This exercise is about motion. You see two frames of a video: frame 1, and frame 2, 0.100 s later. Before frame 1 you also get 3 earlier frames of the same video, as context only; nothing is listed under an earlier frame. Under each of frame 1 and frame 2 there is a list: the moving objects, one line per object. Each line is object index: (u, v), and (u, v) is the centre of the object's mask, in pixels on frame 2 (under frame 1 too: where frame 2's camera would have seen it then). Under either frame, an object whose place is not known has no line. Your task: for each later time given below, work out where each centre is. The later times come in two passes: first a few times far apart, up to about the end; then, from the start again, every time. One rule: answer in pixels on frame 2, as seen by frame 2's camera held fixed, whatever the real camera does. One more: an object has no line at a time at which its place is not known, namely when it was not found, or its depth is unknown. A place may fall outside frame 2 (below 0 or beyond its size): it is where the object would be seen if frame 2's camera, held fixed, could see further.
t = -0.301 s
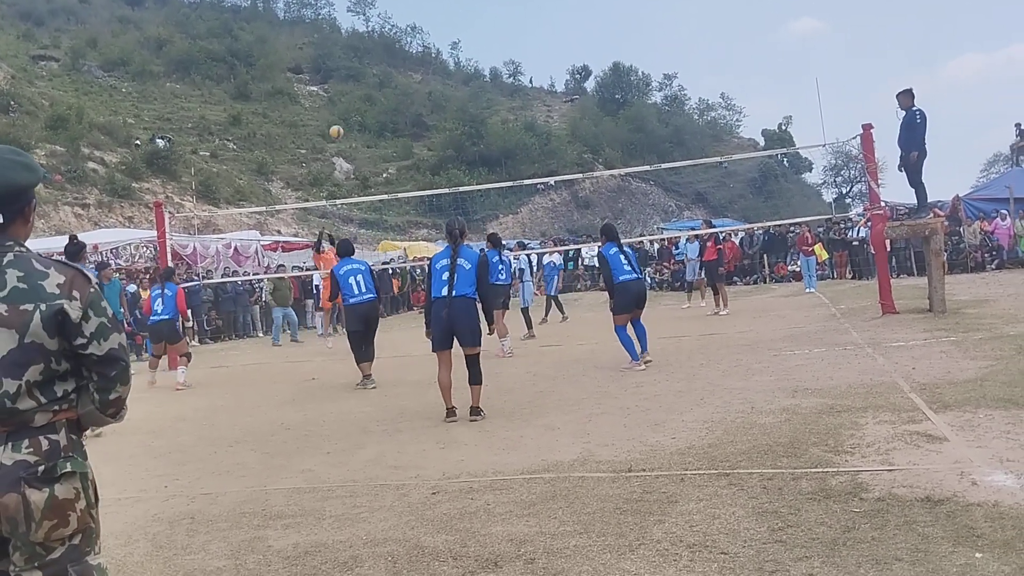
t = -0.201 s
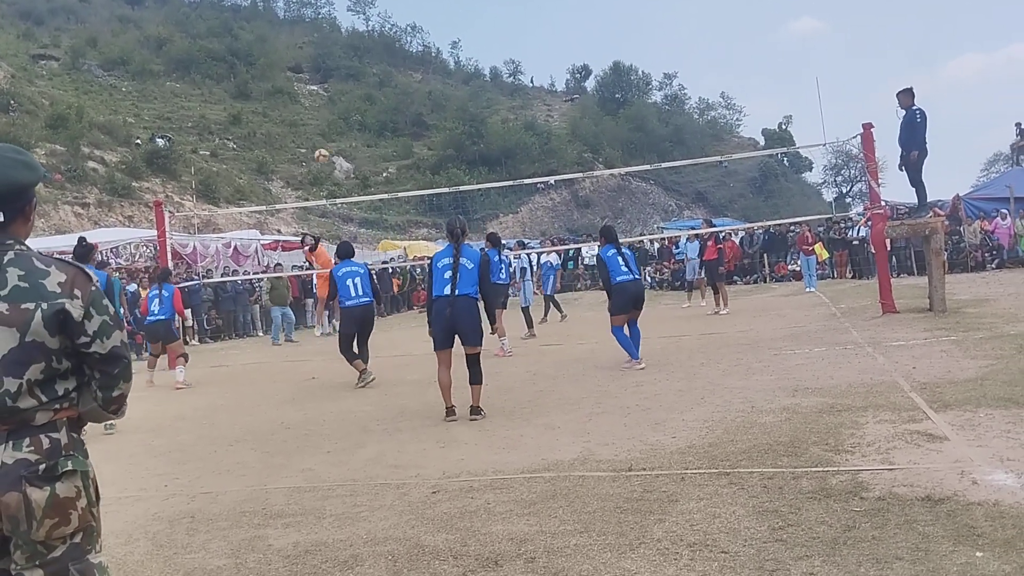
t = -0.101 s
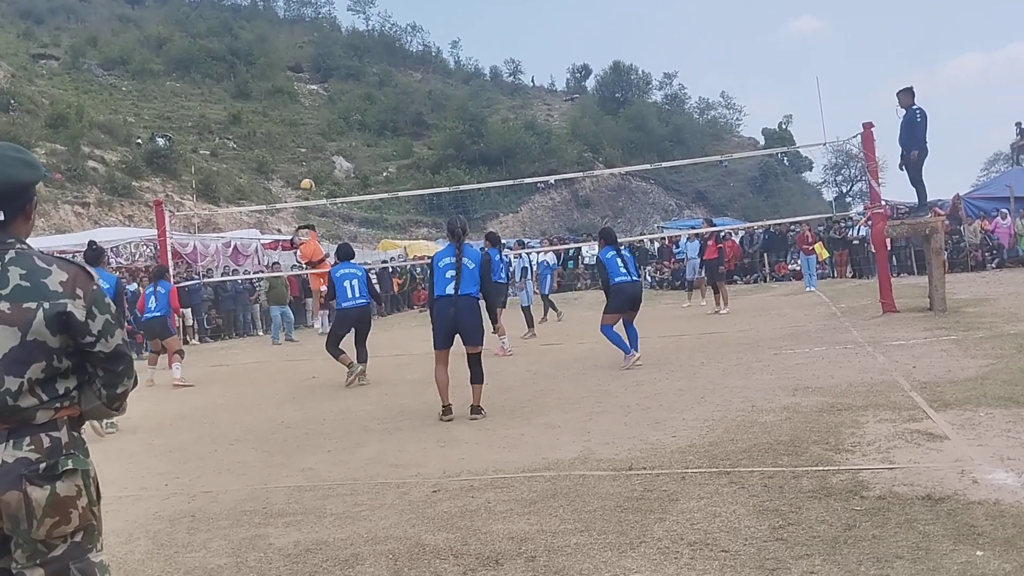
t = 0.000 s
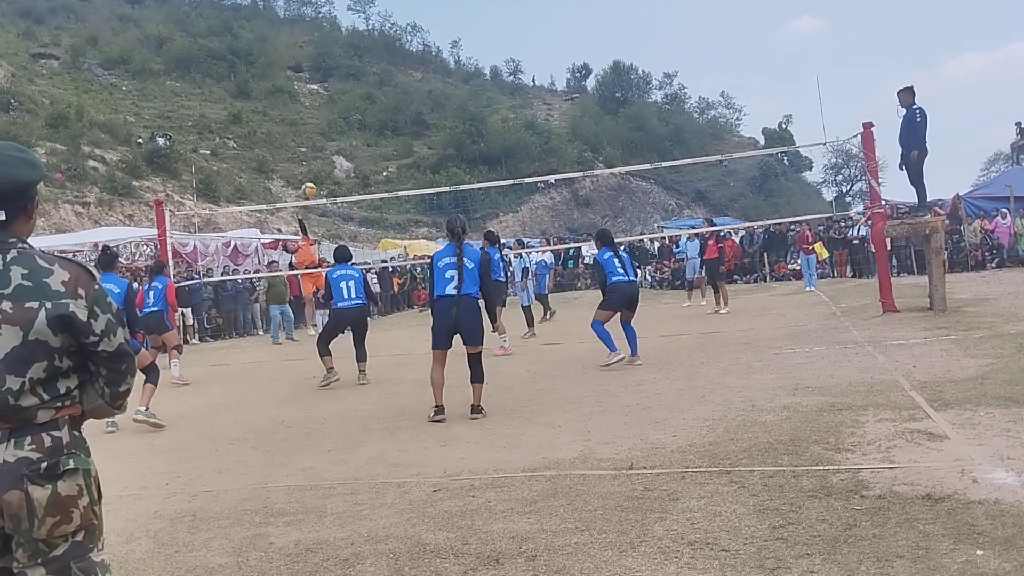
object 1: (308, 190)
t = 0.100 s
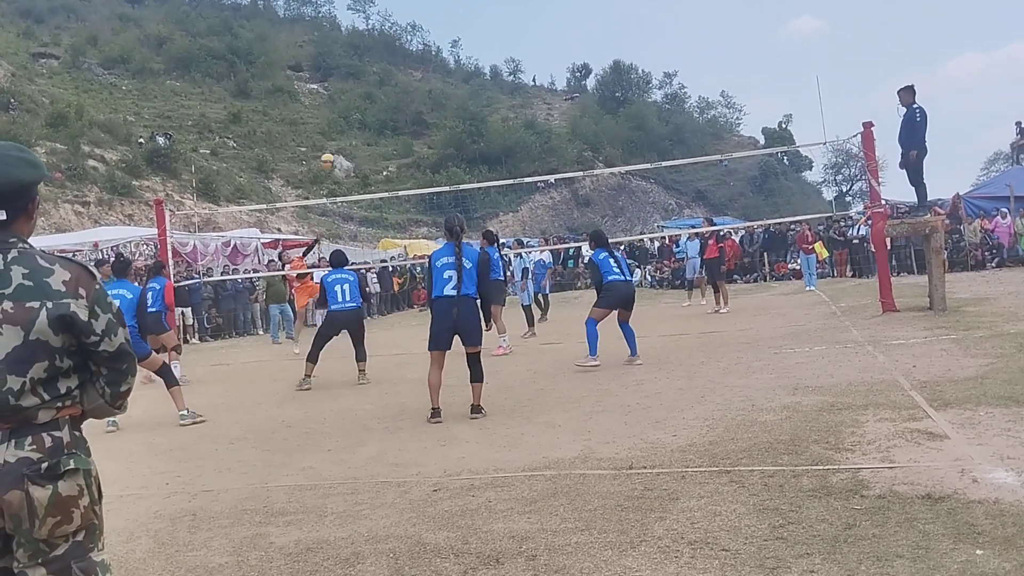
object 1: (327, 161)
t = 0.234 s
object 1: (356, 130)
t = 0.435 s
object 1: (408, 103)
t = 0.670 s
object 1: (489, 111)
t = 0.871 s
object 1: (585, 175)
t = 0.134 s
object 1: (334, 153)
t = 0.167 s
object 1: (341, 145)
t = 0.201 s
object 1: (348, 137)
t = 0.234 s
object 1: (356, 130)
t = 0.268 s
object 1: (364, 124)
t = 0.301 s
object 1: (372, 118)
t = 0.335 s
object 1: (380, 113)
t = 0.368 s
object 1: (389, 108)
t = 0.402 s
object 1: (398, 105)
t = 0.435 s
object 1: (408, 103)
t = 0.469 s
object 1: (418, 101)
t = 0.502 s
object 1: (428, 101)
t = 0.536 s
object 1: (439, 100)
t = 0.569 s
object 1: (451, 101)
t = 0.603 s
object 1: (463, 103)
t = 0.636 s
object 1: (476, 106)
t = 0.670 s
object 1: (489, 111)
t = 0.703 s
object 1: (502, 117)
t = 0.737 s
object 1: (518, 124)
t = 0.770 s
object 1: (533, 134)
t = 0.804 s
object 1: (550, 146)
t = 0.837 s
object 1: (567, 159)
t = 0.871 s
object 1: (585, 175)
